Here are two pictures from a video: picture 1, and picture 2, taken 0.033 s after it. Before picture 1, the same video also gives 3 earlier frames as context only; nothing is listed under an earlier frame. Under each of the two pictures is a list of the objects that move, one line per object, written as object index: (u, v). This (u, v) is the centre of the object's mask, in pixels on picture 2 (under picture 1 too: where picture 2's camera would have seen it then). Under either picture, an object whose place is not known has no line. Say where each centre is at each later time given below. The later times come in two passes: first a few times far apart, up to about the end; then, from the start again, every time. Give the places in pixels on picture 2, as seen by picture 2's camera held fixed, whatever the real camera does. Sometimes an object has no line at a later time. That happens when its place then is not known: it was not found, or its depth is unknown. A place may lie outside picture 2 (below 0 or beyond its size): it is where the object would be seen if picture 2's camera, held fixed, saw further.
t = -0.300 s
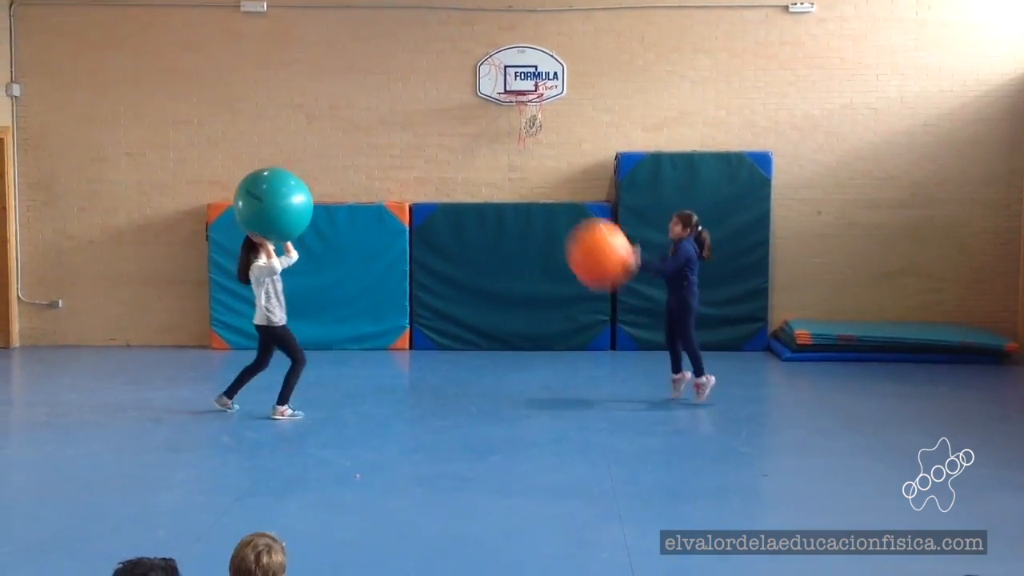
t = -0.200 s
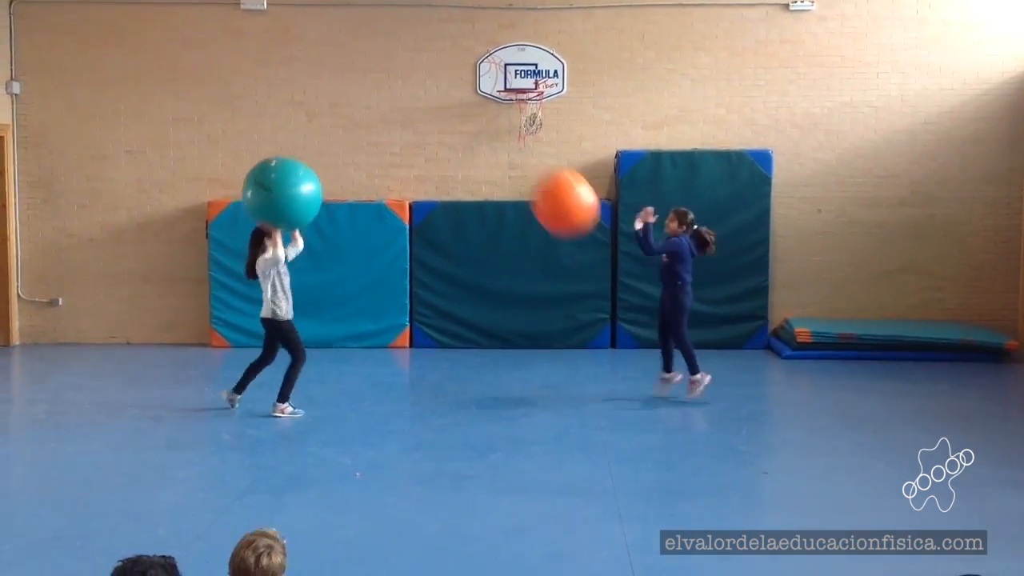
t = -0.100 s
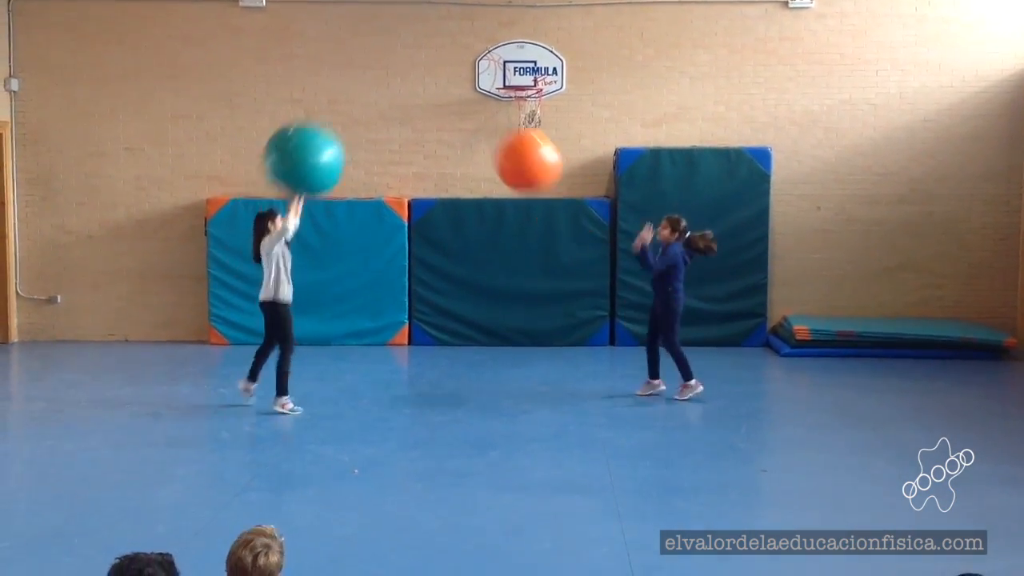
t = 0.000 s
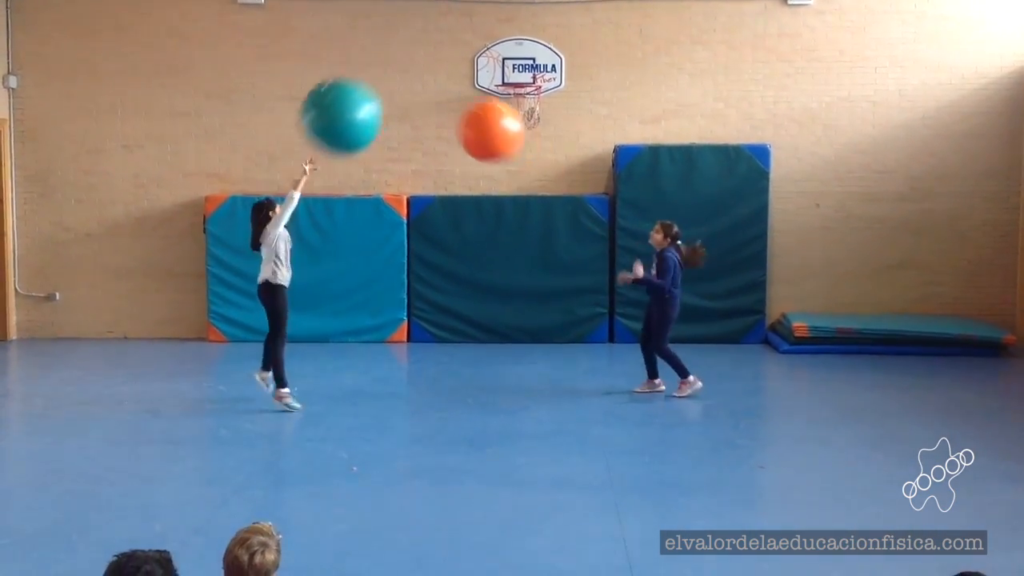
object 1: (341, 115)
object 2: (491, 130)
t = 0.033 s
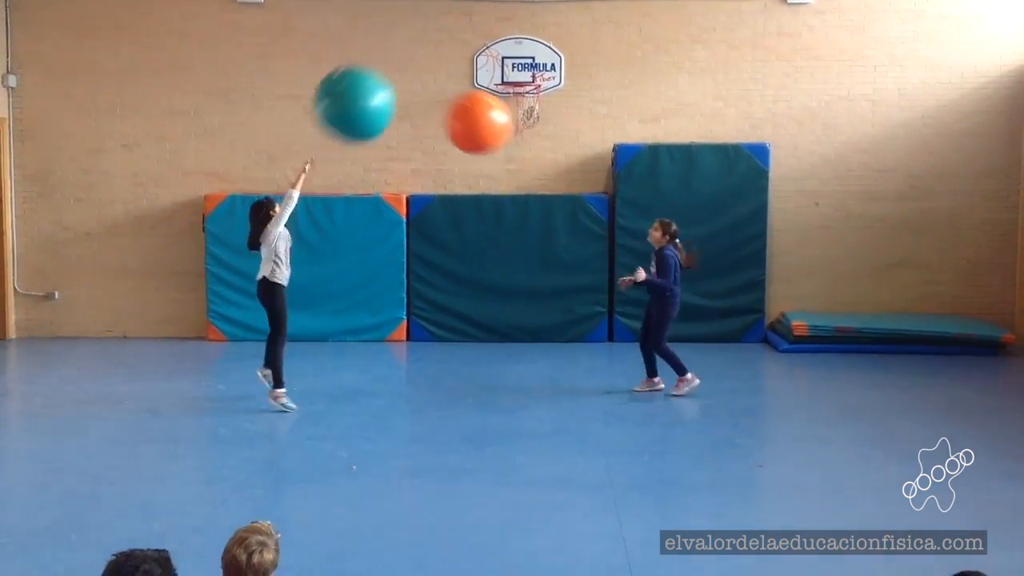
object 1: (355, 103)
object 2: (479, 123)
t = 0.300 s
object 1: (464, 62)
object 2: (387, 116)
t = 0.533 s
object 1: (558, 101)
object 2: (311, 177)
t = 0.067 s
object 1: (369, 93)
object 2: (467, 118)
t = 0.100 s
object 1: (383, 85)
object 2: (455, 113)
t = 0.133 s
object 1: (396, 77)
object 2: (447, 114)
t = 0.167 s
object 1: (410, 71)
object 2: (437, 117)
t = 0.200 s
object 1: (424, 66)
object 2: (419, 118)
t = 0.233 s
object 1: (437, 63)
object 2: (406, 113)
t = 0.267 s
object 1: (451, 62)
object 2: (398, 112)
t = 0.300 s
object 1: (464, 62)
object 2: (387, 116)
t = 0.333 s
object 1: (477, 63)
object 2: (376, 120)
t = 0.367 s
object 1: (491, 66)
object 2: (365, 126)
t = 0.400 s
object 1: (504, 69)
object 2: (354, 134)
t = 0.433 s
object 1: (519, 75)
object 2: (343, 142)
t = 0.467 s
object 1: (532, 81)
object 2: (333, 152)
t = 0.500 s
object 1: (546, 91)
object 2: (323, 163)
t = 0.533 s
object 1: (558, 101)
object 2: (311, 177)
